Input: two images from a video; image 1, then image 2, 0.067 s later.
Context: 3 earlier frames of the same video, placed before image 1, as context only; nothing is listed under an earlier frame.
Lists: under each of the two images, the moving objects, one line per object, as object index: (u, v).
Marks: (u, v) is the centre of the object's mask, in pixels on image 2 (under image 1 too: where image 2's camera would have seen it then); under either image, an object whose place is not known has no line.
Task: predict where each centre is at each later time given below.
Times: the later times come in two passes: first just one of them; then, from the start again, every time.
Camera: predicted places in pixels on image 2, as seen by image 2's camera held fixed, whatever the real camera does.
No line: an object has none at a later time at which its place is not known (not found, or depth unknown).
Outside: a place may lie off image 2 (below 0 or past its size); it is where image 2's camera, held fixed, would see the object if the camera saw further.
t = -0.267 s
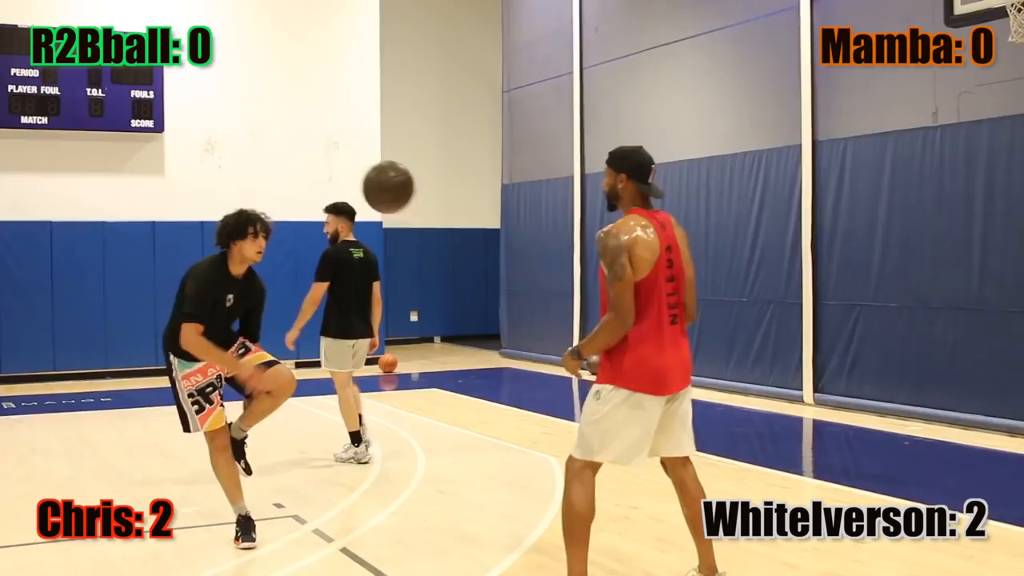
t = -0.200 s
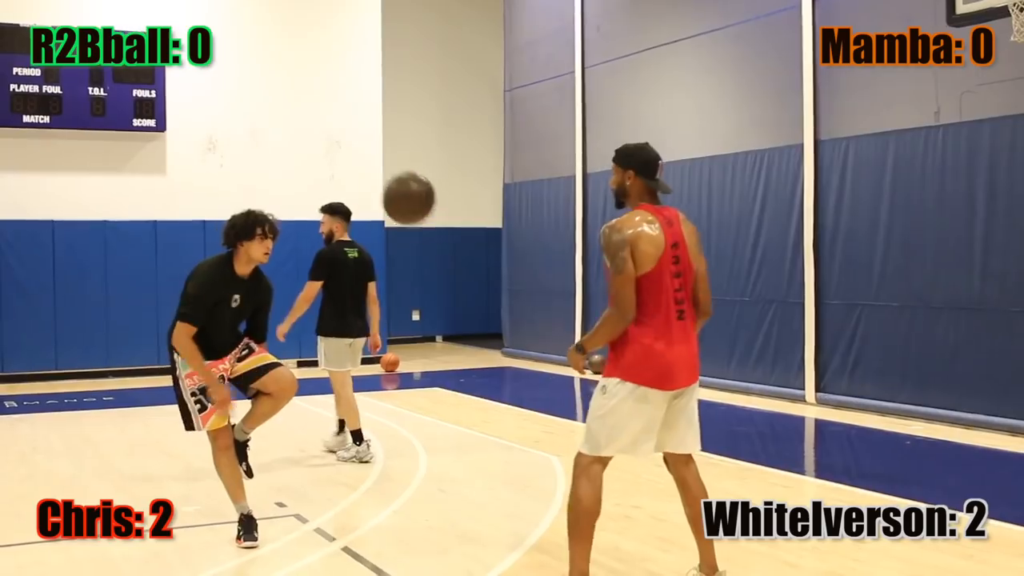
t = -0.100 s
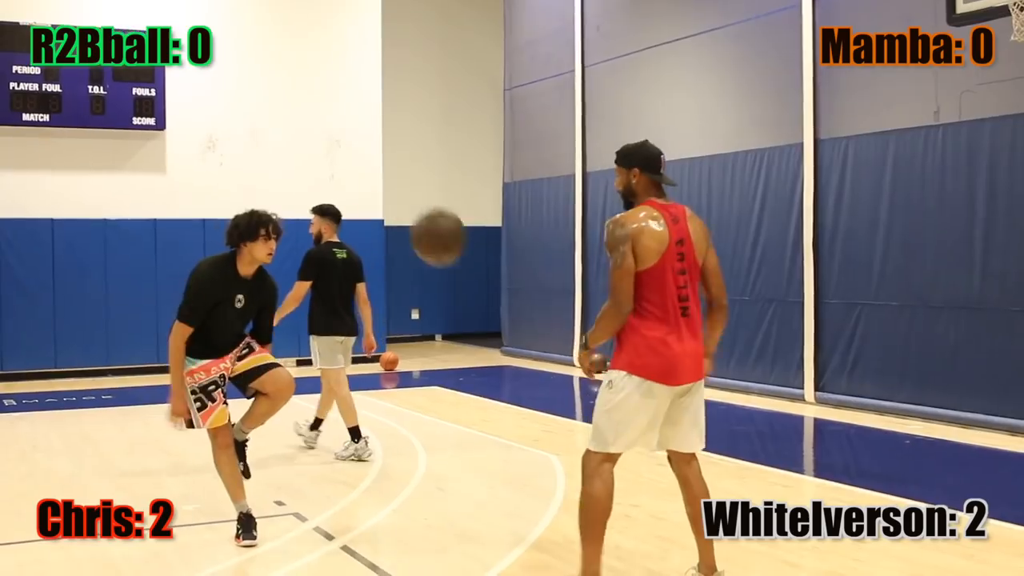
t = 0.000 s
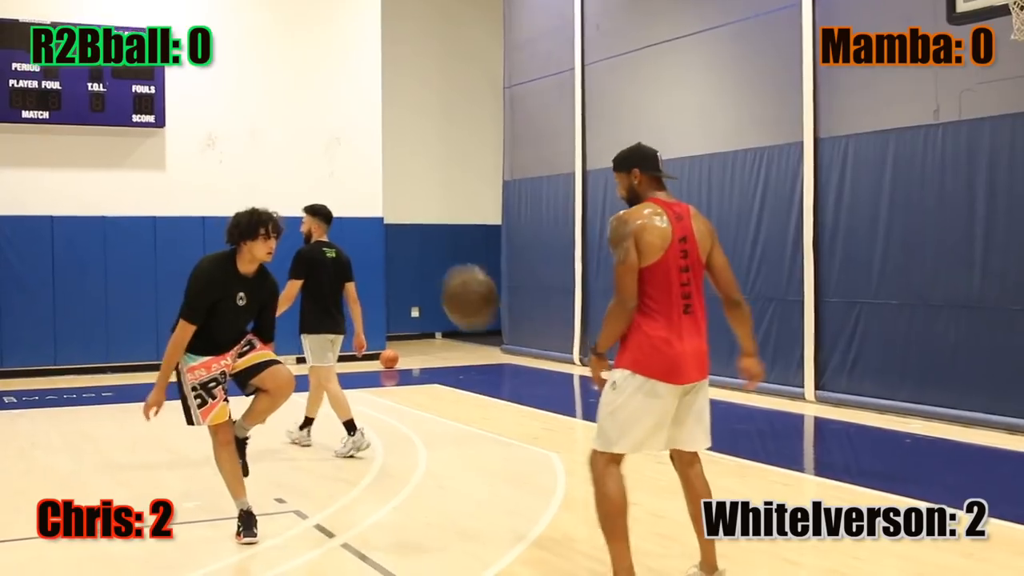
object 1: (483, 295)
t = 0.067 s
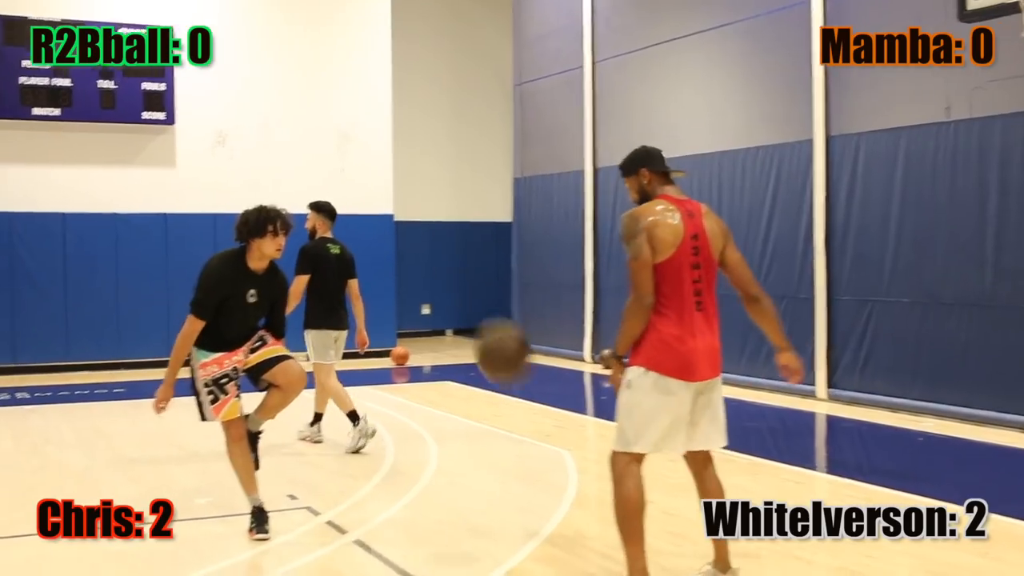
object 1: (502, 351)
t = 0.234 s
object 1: (562, 553)
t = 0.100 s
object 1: (514, 385)
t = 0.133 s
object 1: (525, 423)
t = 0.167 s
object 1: (537, 463)
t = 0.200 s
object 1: (549, 507)
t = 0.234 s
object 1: (562, 553)
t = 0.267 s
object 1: (569, 559)
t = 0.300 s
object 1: (573, 530)
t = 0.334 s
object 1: (578, 500)
